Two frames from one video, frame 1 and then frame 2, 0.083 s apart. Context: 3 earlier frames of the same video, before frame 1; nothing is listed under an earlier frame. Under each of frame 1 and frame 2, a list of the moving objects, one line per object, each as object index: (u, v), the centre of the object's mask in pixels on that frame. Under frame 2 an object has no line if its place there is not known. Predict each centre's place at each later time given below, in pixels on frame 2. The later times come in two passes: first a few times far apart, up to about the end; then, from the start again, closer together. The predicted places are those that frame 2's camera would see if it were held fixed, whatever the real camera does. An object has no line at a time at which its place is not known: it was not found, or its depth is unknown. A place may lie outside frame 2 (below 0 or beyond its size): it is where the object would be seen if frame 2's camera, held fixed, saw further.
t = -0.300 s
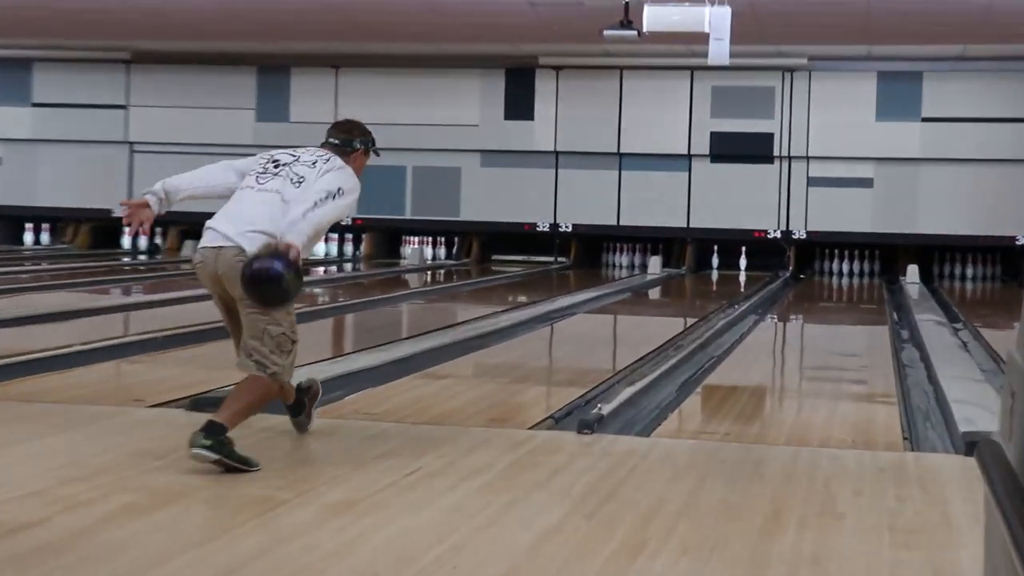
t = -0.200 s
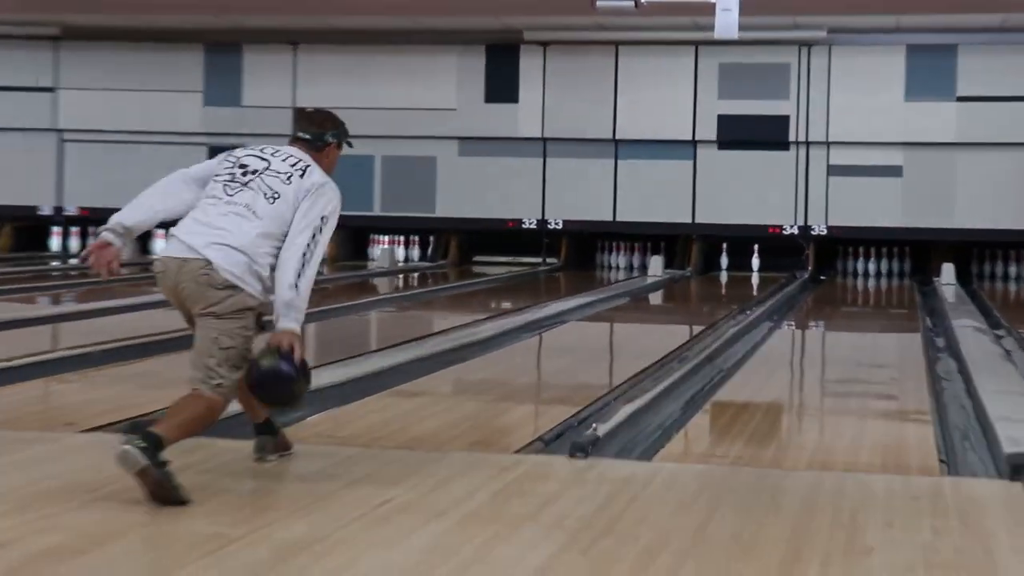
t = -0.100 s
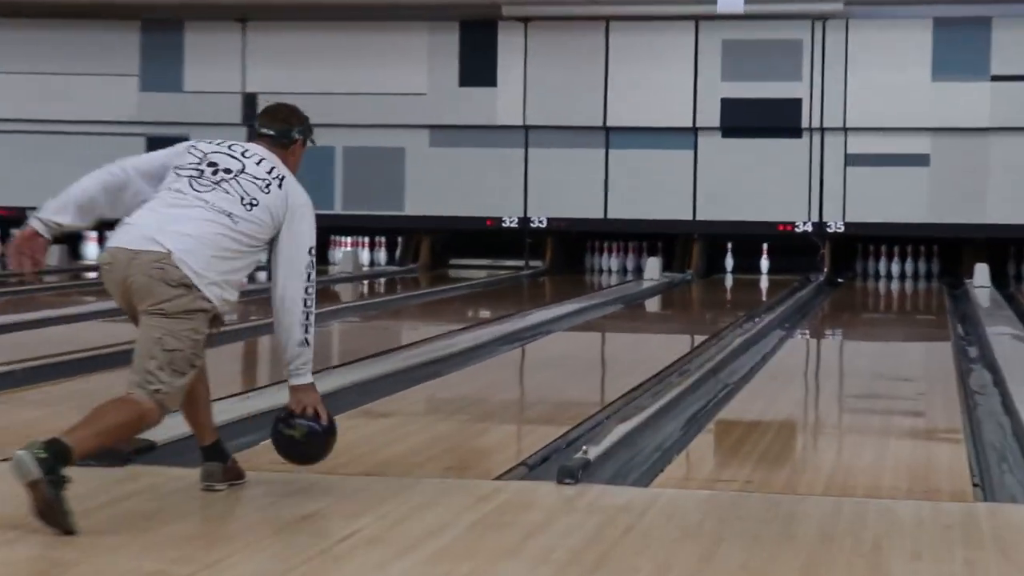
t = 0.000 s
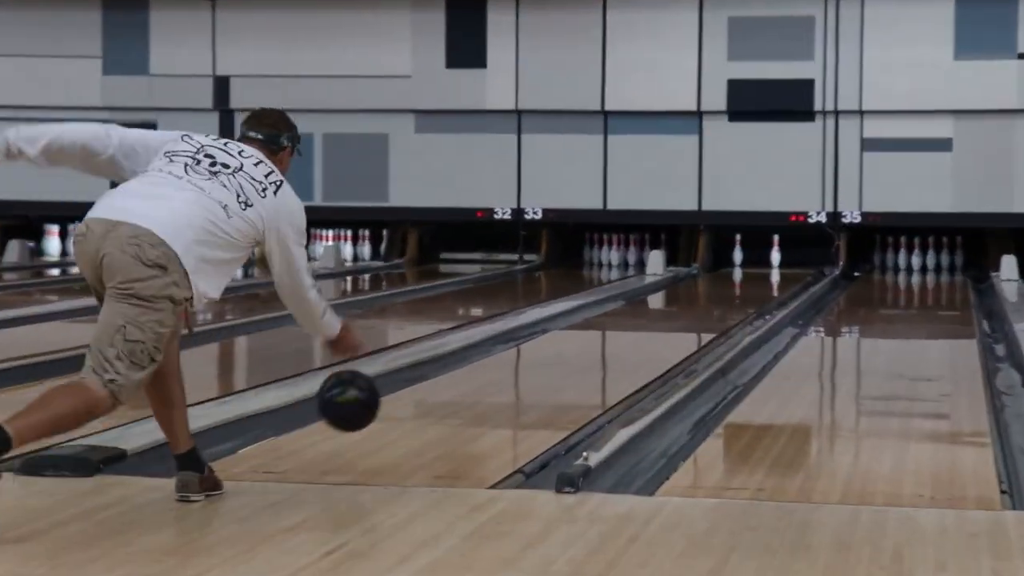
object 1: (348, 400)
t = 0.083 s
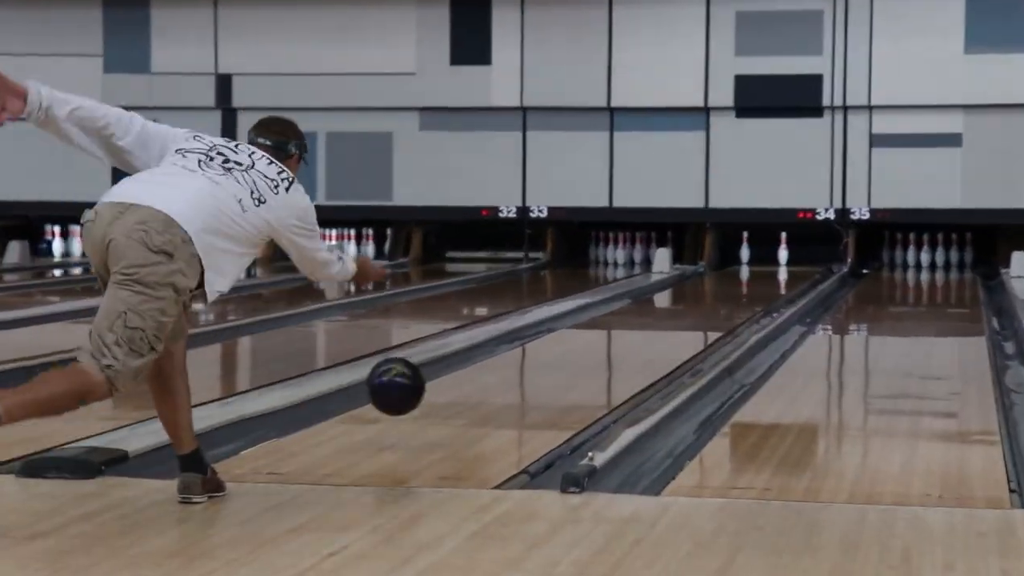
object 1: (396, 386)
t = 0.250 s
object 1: (464, 387)
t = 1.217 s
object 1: (665, 307)
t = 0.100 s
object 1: (403, 386)
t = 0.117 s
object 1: (411, 386)
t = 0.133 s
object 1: (419, 387)
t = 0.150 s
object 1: (426, 390)
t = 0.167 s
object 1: (433, 392)
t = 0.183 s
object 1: (439, 395)
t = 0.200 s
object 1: (445, 397)
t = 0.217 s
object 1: (452, 393)
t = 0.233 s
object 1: (458, 390)
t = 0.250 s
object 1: (464, 387)
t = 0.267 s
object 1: (470, 386)
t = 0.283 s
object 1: (476, 383)
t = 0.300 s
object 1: (481, 381)
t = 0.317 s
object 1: (487, 378)
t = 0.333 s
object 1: (492, 376)
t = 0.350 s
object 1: (497, 374)
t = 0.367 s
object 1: (502, 371)
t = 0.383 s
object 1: (507, 369)
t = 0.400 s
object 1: (511, 367)
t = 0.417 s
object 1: (516, 365)
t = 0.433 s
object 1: (520, 363)
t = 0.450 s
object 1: (525, 361)
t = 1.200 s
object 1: (664, 309)
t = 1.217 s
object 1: (665, 307)
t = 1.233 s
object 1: (667, 306)
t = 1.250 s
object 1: (666, 306)
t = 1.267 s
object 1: (666, 301)
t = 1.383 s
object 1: (680, 301)
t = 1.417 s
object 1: (680, 294)
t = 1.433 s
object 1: (679, 292)
